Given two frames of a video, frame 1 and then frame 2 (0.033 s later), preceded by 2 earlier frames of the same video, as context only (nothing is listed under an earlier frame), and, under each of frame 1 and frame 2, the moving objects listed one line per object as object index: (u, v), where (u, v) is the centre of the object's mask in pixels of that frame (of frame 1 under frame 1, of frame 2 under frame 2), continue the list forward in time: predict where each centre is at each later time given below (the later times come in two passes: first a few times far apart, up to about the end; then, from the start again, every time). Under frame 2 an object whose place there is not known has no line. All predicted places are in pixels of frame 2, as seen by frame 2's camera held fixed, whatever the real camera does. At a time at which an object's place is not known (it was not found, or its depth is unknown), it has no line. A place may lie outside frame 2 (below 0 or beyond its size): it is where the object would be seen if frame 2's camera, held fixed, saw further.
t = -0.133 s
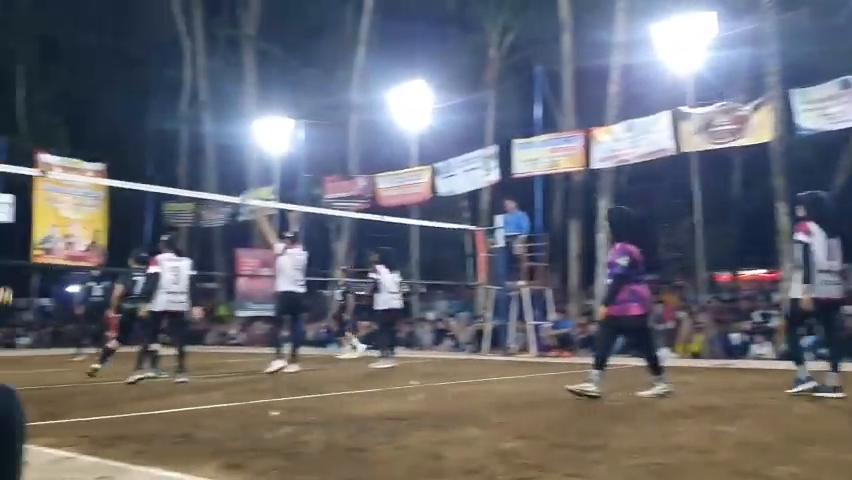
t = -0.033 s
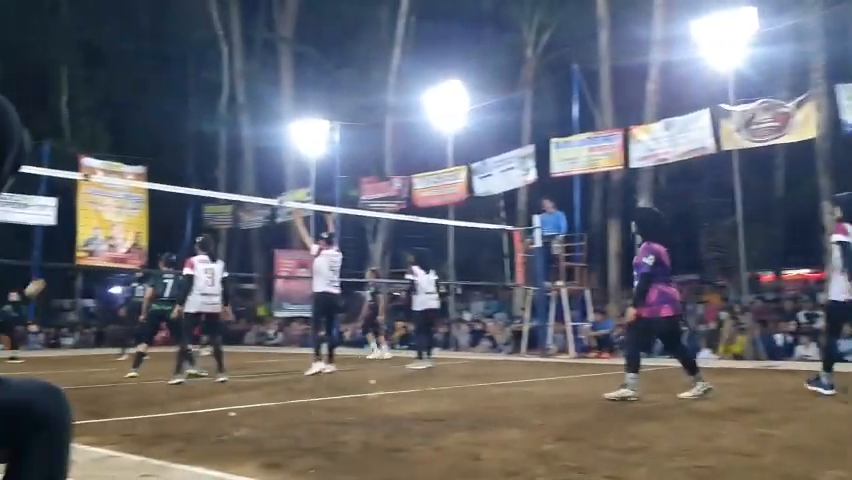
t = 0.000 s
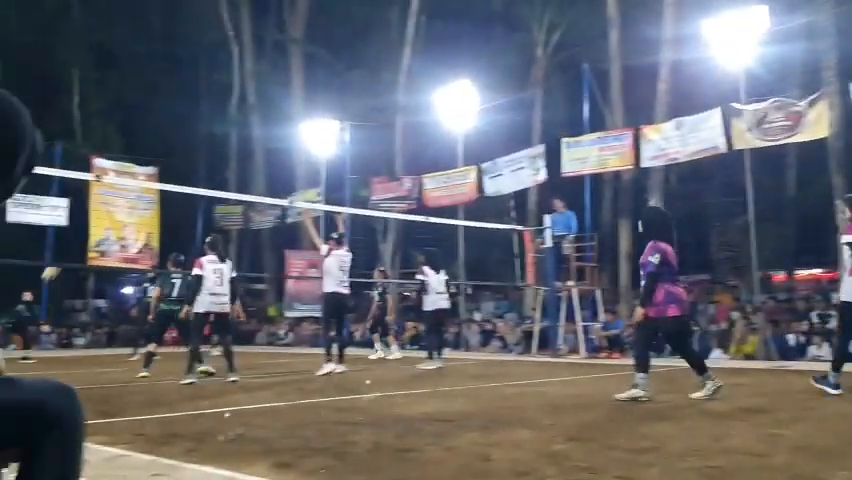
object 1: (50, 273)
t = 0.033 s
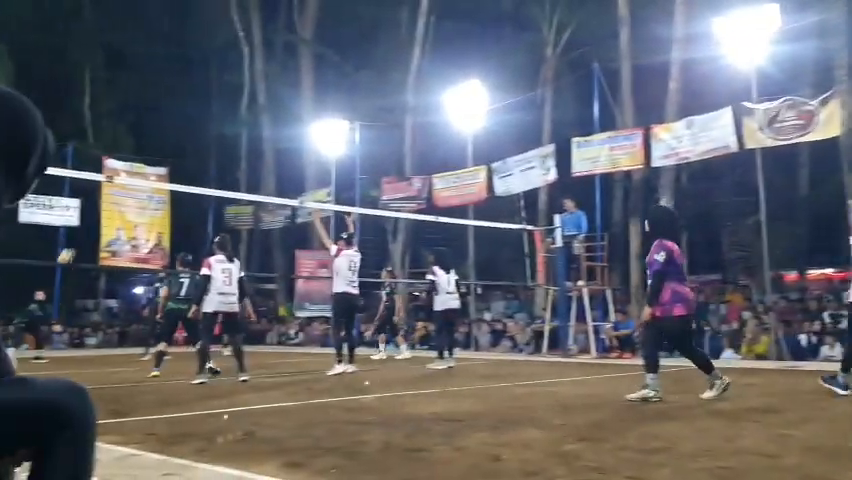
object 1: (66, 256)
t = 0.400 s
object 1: (103, 126)
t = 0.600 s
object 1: (120, 85)
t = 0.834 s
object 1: (140, 65)
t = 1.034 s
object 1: (159, 76)
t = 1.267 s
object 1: (182, 125)
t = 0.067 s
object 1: (69, 241)
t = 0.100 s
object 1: (73, 229)
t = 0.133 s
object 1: (80, 213)
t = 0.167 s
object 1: (81, 200)
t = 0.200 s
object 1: (83, 190)
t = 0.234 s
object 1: (85, 178)
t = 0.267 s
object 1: (91, 165)
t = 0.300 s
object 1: (94, 154)
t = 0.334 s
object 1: (97, 145)
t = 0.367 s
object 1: (100, 135)
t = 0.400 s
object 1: (103, 126)
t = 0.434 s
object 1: (106, 118)
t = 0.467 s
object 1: (109, 109)
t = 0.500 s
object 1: (111, 103)
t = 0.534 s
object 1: (114, 96)
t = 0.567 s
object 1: (117, 90)
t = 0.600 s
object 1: (120, 85)
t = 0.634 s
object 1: (123, 80)
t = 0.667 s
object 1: (126, 75)
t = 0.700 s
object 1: (129, 72)
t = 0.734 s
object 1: (132, 69)
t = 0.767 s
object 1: (134, 67)
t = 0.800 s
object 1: (138, 66)
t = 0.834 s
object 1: (140, 65)
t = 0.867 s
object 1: (143, 65)
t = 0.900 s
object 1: (146, 65)
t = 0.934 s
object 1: (149, 67)
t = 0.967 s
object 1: (152, 69)
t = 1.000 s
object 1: (155, 72)
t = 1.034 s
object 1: (159, 76)
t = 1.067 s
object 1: (162, 80)
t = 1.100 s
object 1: (165, 85)
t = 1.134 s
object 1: (168, 91)
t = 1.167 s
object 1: (171, 99)
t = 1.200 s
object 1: (175, 107)
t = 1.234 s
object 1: (178, 116)
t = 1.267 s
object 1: (182, 125)
